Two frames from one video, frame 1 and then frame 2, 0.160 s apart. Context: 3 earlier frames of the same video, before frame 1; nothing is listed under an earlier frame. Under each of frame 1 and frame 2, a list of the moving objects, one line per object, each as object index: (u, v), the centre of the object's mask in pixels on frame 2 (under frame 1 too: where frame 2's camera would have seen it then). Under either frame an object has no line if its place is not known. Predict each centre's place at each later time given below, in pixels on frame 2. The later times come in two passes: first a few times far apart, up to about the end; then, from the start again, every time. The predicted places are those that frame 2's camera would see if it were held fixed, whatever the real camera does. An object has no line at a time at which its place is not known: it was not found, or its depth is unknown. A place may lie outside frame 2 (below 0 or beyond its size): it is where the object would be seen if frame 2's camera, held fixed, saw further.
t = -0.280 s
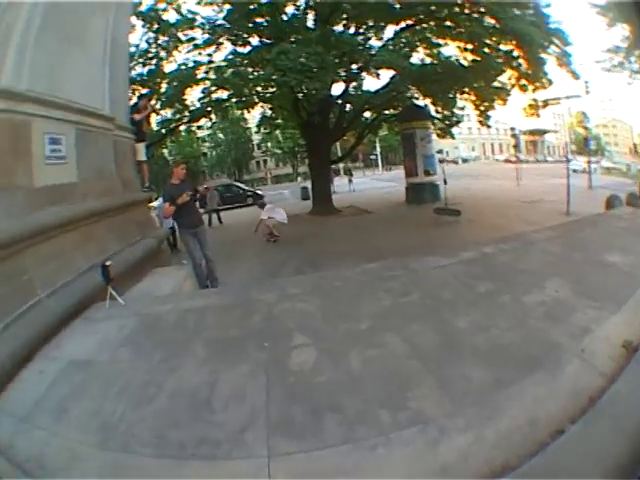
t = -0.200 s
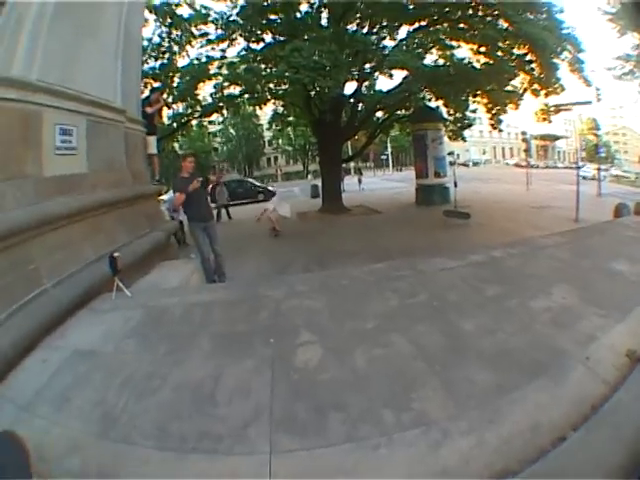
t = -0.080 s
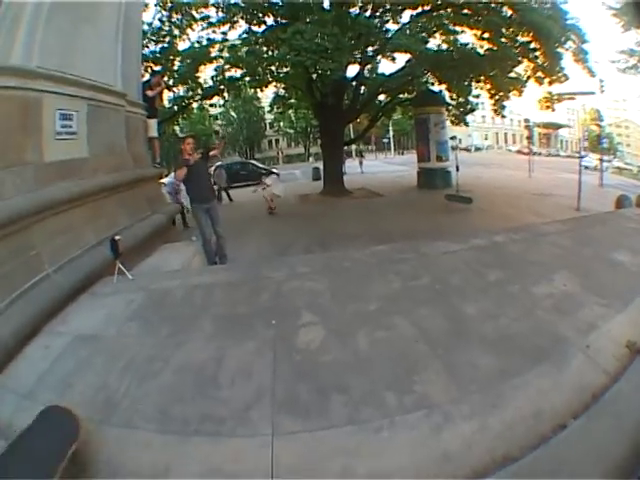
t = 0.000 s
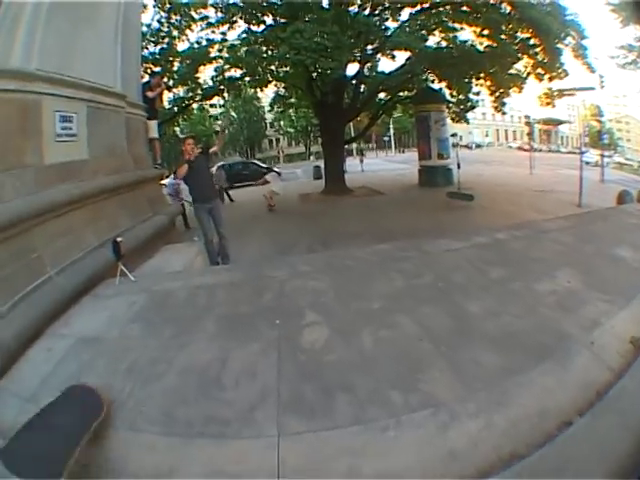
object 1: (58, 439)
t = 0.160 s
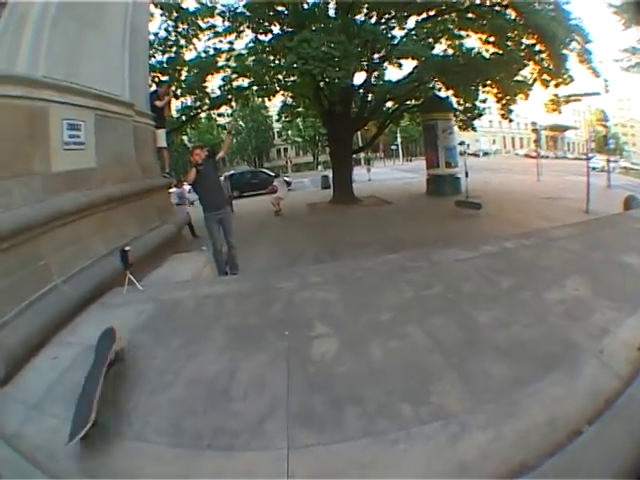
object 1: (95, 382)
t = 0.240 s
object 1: (109, 367)
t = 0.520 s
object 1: (116, 312)
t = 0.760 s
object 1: (114, 292)
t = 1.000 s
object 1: (115, 286)
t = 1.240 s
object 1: (115, 290)
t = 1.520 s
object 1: (114, 289)
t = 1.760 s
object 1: (114, 289)
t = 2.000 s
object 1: (115, 289)
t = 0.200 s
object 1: (101, 374)
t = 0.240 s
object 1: (109, 367)
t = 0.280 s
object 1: (116, 358)
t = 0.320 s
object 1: (117, 346)
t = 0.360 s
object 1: (118, 335)
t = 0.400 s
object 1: (120, 328)
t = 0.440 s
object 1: (122, 322)
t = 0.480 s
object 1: (119, 316)
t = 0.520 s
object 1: (116, 312)
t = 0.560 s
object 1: (114, 308)
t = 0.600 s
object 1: (113, 304)
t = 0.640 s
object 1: (110, 301)
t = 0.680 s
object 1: (110, 297)
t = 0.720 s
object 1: (111, 295)
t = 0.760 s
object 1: (114, 292)
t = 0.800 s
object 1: (114, 291)
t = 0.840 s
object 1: (115, 290)
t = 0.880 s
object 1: (116, 288)
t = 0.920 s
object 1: (116, 287)
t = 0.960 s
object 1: (115, 287)
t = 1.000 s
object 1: (115, 286)
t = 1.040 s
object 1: (115, 286)
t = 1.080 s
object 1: (115, 286)
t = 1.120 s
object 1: (115, 286)
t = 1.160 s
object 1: (114, 288)
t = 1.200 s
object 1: (114, 289)
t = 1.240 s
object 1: (115, 290)
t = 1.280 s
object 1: (115, 290)
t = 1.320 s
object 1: (115, 290)
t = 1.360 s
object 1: (115, 290)
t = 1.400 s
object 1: (115, 290)
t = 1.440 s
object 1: (115, 289)
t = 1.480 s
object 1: (114, 289)
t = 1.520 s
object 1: (114, 289)
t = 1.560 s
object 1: (114, 289)
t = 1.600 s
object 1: (114, 289)
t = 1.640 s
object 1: (114, 289)
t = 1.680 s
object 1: (114, 289)
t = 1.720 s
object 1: (114, 289)
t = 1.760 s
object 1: (114, 289)
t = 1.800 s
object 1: (114, 289)
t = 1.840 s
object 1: (115, 289)
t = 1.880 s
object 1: (115, 289)
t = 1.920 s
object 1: (115, 289)
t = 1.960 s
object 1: (115, 289)
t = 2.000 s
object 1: (115, 289)
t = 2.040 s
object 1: (115, 289)
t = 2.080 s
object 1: (115, 289)
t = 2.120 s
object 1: (115, 289)
